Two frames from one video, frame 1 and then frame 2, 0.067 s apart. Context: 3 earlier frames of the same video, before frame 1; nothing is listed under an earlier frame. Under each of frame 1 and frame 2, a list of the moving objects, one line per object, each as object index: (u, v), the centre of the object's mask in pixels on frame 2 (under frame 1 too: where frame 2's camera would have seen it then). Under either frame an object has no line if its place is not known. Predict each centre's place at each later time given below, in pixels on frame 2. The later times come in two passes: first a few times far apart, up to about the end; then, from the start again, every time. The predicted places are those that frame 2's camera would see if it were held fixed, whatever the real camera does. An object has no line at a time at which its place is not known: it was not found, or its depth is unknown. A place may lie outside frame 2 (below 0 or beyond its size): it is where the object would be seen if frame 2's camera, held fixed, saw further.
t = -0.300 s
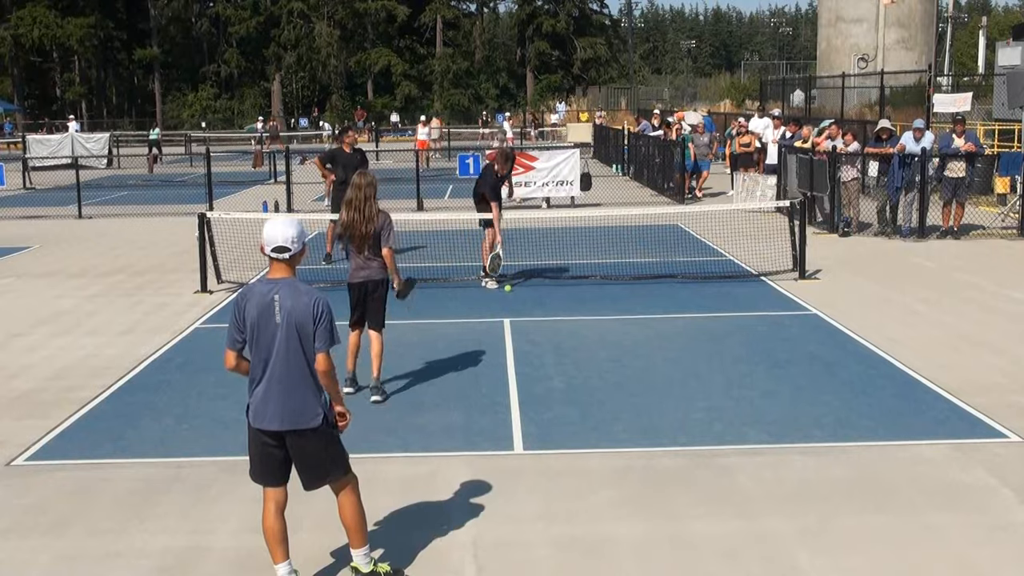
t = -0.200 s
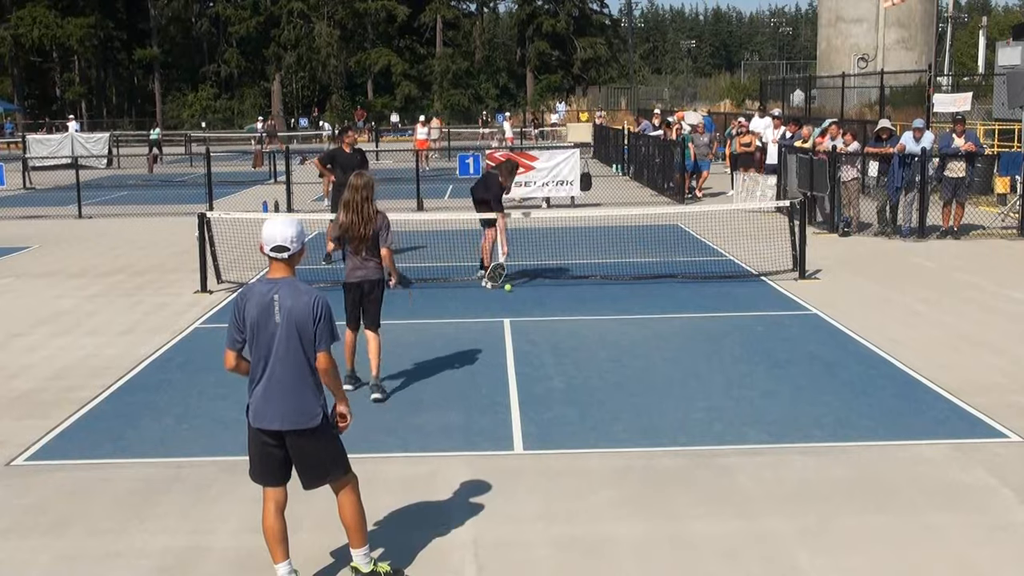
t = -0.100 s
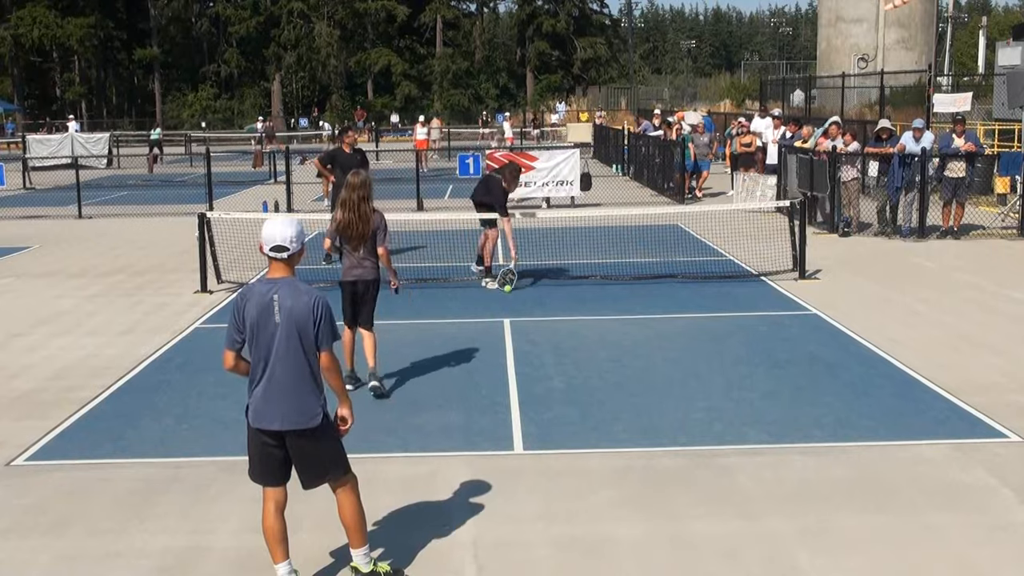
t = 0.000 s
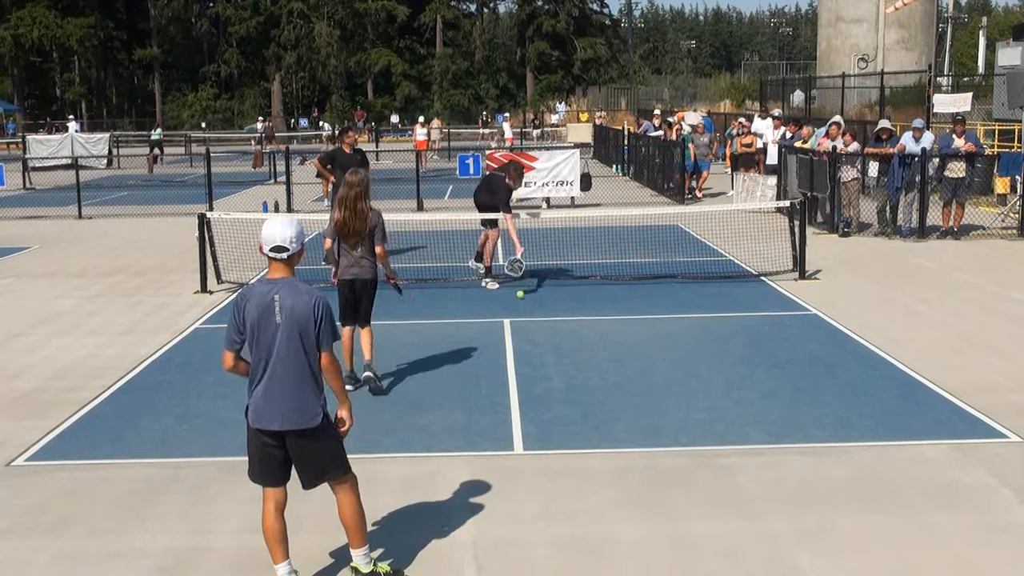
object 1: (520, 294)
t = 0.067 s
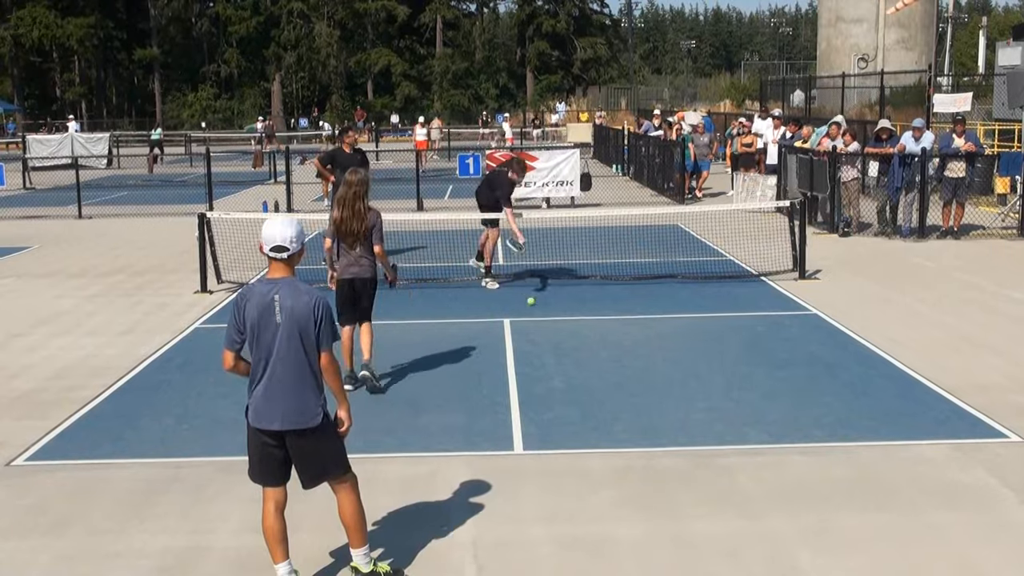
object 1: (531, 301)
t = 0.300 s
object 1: (565, 322)
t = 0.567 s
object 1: (595, 340)
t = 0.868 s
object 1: (627, 365)
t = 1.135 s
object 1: (658, 388)
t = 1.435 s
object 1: (694, 418)
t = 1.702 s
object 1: (725, 446)
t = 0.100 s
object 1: (535, 303)
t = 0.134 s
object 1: (540, 305)
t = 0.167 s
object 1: (545, 309)
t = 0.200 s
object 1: (550, 312)
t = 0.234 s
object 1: (555, 315)
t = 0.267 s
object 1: (559, 318)
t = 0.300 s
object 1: (565, 322)
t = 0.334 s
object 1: (568, 324)
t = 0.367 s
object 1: (572, 326)
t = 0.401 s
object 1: (576, 330)
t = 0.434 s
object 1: (580, 331)
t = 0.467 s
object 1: (584, 334)
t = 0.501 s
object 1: (588, 336)
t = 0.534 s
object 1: (591, 338)
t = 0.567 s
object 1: (595, 340)
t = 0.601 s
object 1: (598, 344)
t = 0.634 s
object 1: (601, 346)
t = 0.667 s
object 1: (605, 349)
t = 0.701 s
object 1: (608, 352)
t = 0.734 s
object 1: (612, 354)
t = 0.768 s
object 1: (616, 356)
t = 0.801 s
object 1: (620, 360)
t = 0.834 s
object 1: (623, 362)
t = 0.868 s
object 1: (627, 365)
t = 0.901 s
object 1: (631, 367)
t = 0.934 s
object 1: (634, 370)
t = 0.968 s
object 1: (638, 373)
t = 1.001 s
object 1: (642, 376)
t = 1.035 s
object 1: (646, 379)
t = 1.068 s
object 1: (650, 382)
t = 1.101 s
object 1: (654, 385)
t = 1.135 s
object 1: (658, 388)
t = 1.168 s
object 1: (662, 391)
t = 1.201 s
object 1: (666, 394)
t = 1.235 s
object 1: (670, 397)
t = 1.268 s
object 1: (674, 401)
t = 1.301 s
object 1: (678, 404)
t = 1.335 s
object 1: (682, 408)
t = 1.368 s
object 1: (686, 411)
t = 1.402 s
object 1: (690, 415)
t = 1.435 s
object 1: (694, 418)
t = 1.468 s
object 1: (697, 421)
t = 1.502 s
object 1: (702, 425)
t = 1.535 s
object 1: (706, 428)
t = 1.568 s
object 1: (709, 431)
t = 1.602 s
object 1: (713, 435)
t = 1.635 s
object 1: (717, 439)
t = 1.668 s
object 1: (721, 442)
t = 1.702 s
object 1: (725, 446)
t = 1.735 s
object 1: (729, 451)
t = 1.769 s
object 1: (733, 454)
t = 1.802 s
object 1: (737, 458)
